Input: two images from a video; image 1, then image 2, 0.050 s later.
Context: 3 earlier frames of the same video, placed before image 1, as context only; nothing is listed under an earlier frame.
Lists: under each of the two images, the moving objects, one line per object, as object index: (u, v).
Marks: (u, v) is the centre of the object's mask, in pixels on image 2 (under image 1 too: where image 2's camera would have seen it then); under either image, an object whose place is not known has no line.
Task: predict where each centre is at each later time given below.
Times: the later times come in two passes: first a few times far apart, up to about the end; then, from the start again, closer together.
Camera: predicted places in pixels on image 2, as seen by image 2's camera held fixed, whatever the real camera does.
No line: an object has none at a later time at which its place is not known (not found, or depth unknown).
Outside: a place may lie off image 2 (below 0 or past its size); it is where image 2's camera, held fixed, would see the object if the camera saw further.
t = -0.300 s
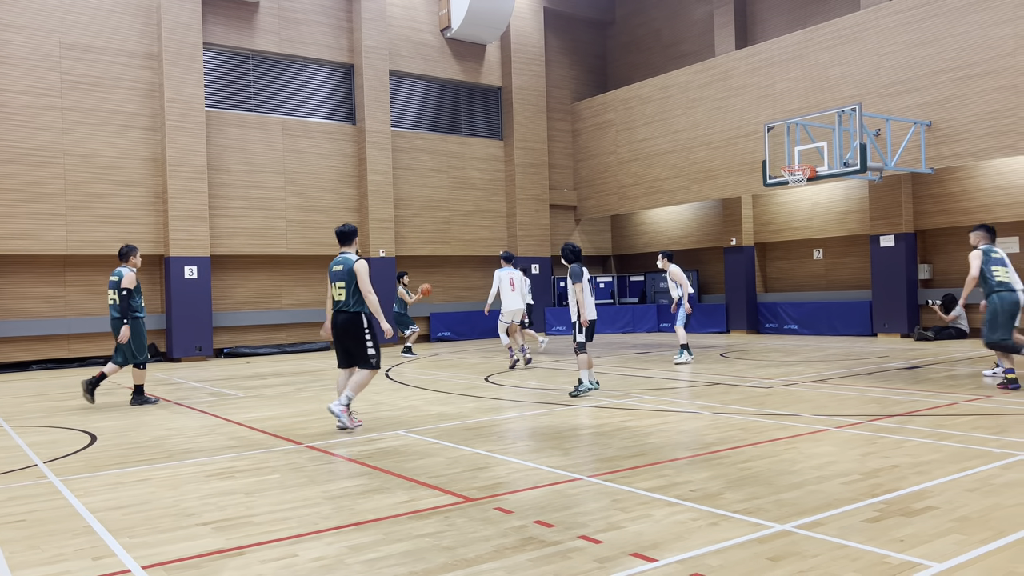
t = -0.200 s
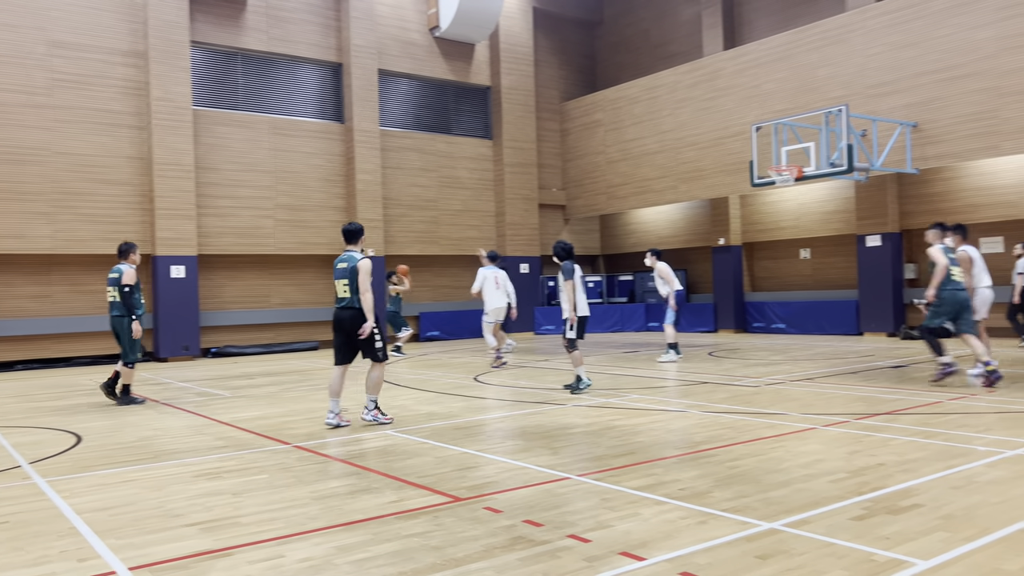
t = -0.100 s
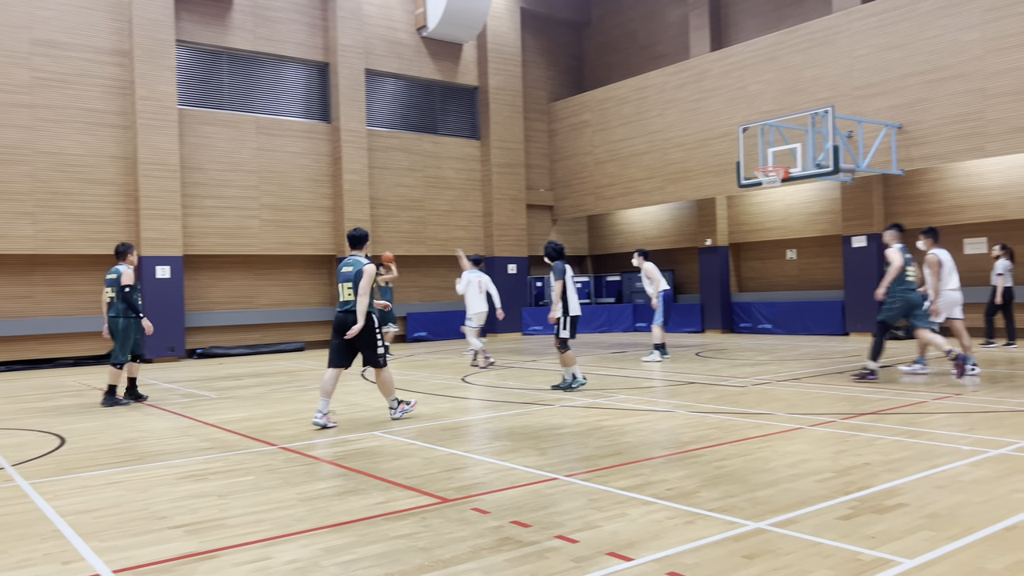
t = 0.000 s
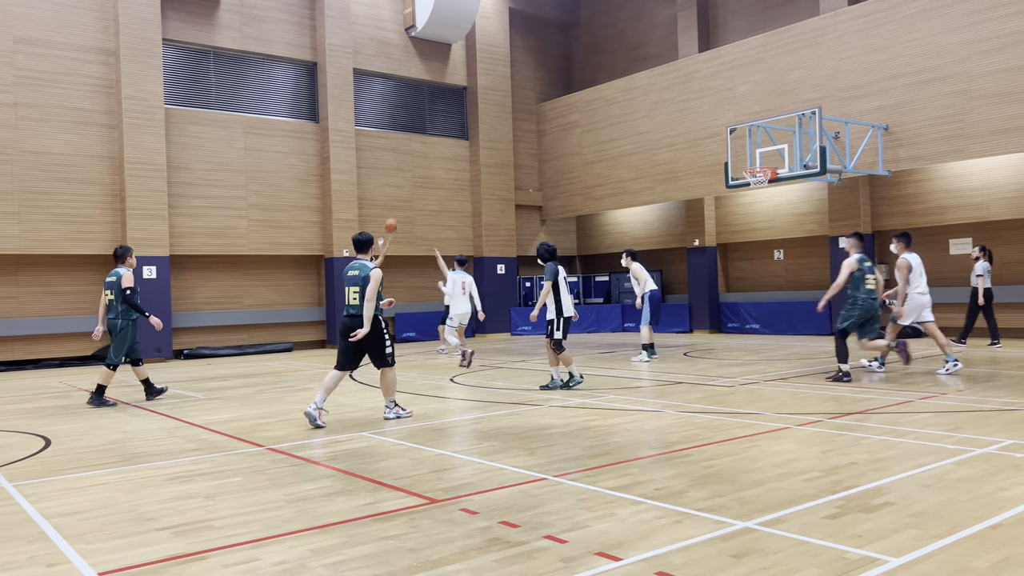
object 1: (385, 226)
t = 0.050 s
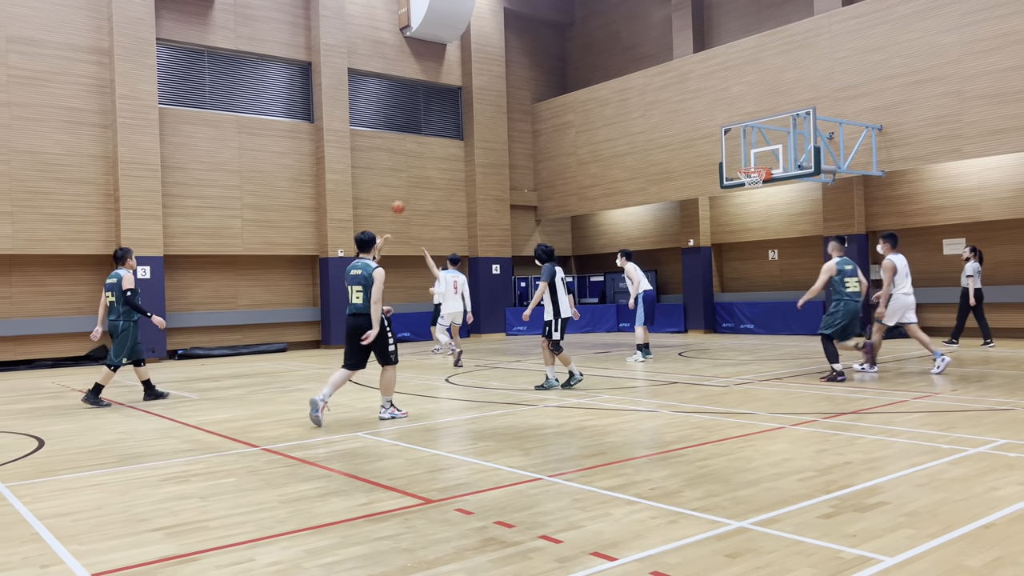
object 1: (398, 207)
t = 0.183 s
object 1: (430, 164)
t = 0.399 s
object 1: (485, 112)
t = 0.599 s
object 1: (537, 84)
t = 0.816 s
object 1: (597, 77)
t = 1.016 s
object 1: (655, 93)
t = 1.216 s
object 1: (715, 133)
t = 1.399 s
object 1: (762, 185)
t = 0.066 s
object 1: (402, 201)
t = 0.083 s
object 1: (406, 196)
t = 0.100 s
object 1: (410, 190)
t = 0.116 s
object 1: (414, 185)
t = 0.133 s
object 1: (418, 179)
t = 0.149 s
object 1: (422, 174)
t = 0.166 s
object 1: (426, 168)
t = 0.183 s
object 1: (430, 164)
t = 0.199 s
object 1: (434, 159)
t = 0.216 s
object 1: (439, 154)
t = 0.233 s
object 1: (443, 150)
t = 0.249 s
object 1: (447, 146)
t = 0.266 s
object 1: (451, 142)
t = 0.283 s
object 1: (455, 137)
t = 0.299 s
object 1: (459, 134)
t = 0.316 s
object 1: (464, 129)
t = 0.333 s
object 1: (468, 126)
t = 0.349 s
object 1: (472, 122)
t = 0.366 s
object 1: (476, 119)
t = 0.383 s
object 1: (480, 115)
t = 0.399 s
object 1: (485, 112)
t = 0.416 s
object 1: (489, 109)
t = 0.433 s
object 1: (493, 106)
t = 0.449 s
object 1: (498, 103)
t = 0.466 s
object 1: (502, 100)
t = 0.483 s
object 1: (506, 98)
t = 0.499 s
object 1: (511, 95)
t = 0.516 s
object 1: (515, 93)
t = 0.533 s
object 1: (520, 91)
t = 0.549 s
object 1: (524, 89)
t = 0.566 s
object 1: (528, 88)
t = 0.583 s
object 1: (533, 86)
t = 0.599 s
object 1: (537, 84)
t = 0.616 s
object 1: (542, 83)
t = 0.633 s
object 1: (547, 81)
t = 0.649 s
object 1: (551, 80)
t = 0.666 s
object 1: (556, 79)
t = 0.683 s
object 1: (560, 79)
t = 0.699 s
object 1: (565, 78)
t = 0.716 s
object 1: (569, 77)
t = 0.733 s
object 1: (574, 77)
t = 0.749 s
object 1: (579, 77)
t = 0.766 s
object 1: (583, 76)
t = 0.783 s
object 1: (588, 77)
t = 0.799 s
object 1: (592, 77)
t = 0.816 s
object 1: (597, 77)
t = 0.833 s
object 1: (602, 77)
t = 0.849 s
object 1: (607, 78)
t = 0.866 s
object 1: (611, 79)
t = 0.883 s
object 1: (616, 80)
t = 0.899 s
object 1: (621, 81)
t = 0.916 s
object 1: (626, 82)
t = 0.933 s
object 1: (631, 84)
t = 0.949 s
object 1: (635, 85)
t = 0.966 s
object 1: (640, 87)
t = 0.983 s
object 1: (646, 89)
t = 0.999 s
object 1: (650, 91)
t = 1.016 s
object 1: (655, 93)
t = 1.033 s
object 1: (660, 96)
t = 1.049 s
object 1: (665, 98)
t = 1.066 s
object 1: (670, 101)
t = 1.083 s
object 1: (675, 104)
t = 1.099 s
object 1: (680, 107)
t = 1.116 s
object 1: (686, 110)
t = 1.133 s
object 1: (690, 113)
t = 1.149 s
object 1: (695, 117)
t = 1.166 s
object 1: (700, 120)
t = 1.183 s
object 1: (706, 124)
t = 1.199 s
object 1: (711, 129)
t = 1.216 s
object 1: (715, 133)
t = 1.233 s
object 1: (721, 137)
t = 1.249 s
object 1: (726, 142)
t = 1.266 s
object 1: (732, 146)
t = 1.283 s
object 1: (737, 151)
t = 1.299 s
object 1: (742, 156)
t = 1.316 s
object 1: (748, 161)
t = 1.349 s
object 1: (757, 173)
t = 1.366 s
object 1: (761, 176)
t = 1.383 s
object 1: (762, 182)
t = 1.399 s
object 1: (762, 185)
